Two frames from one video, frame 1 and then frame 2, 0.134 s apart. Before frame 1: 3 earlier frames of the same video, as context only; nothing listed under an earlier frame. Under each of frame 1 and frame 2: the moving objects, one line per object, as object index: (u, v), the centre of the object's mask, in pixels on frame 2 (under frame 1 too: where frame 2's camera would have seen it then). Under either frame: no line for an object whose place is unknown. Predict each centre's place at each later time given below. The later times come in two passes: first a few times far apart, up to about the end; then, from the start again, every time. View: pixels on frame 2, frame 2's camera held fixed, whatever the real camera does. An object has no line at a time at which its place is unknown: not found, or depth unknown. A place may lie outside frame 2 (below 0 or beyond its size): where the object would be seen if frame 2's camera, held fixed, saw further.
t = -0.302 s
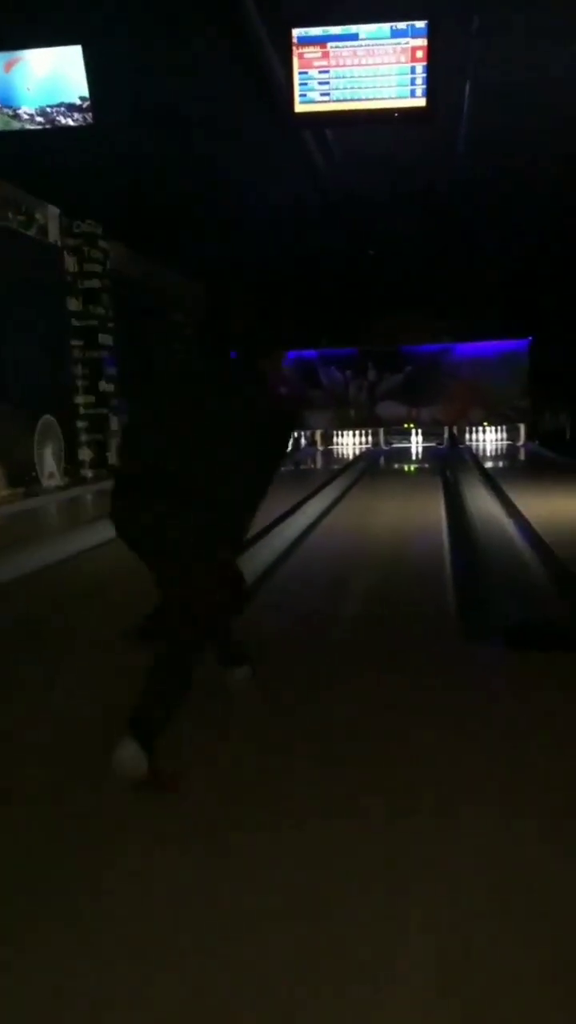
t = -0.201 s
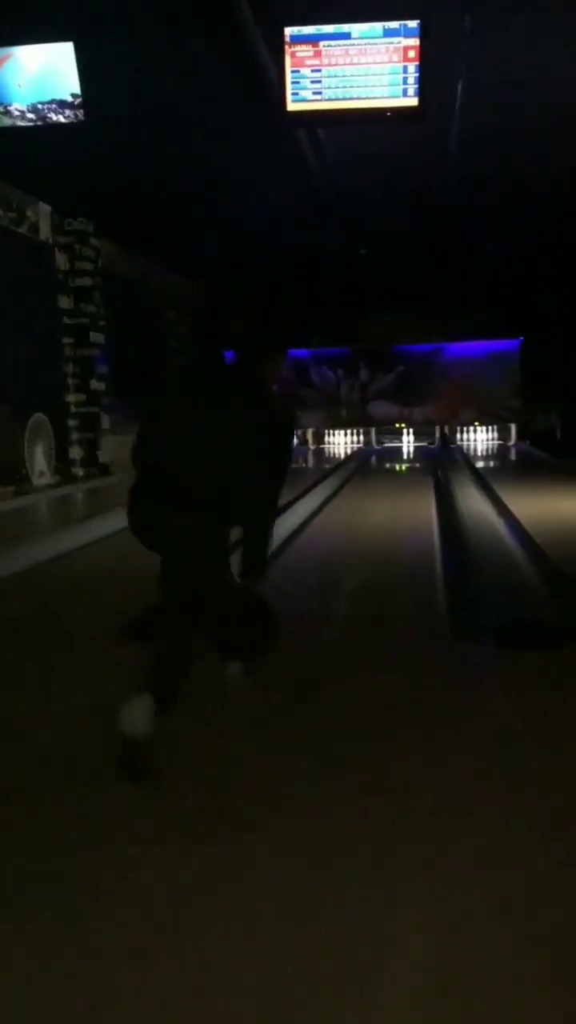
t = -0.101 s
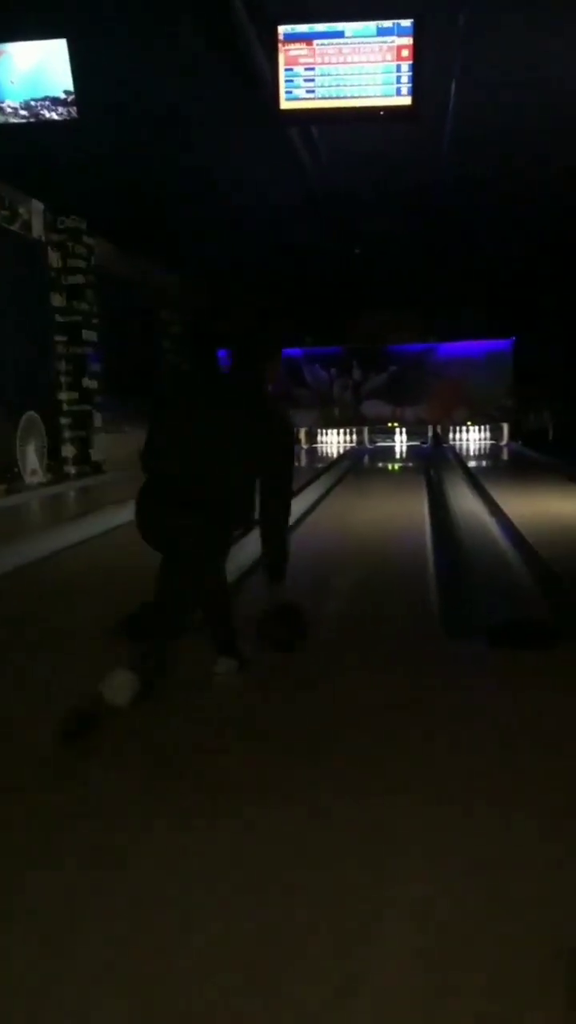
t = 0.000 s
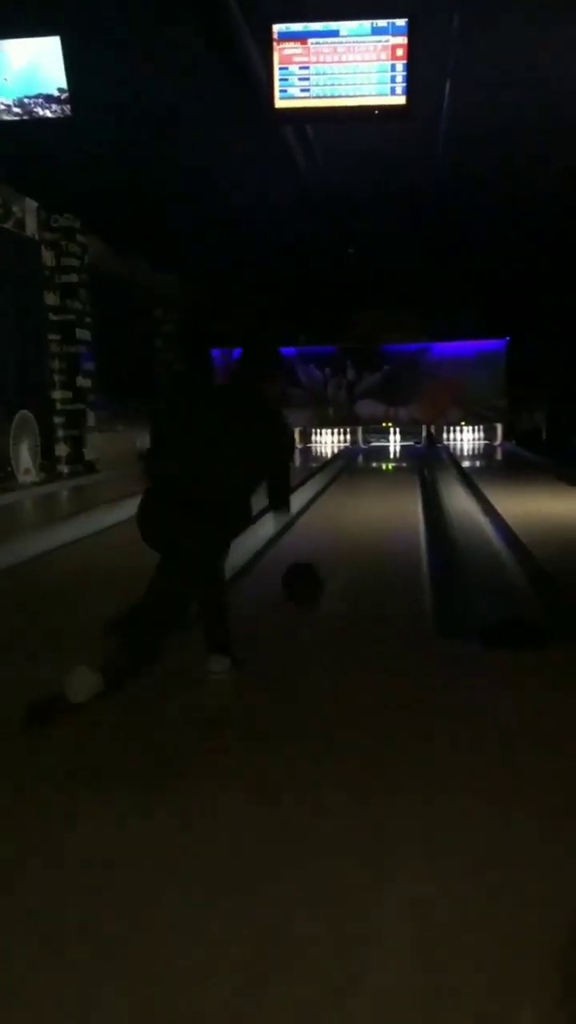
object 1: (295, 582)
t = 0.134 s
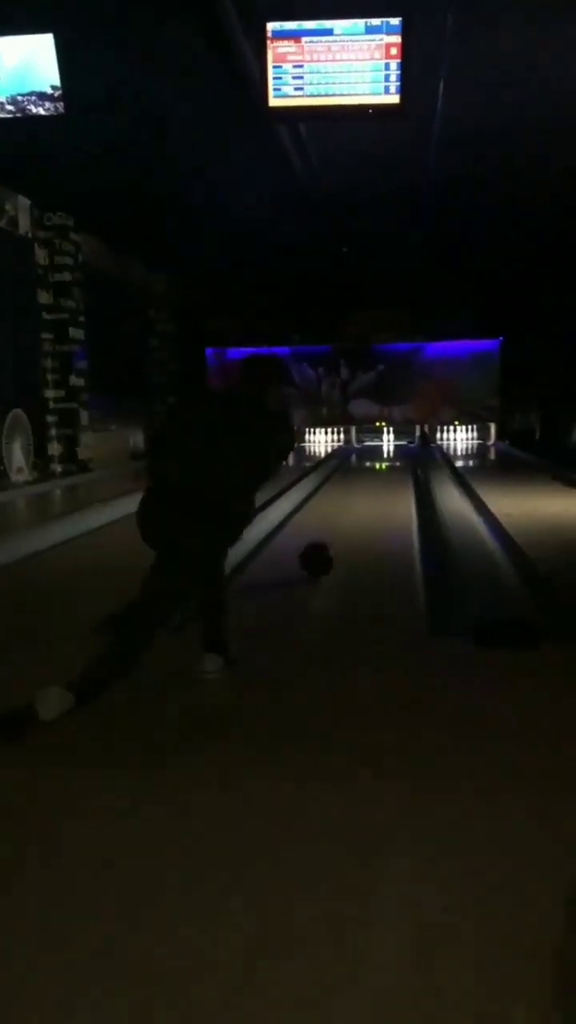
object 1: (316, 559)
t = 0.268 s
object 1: (329, 534)
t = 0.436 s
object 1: (341, 511)
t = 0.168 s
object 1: (320, 551)
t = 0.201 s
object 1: (324, 546)
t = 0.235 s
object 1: (326, 540)
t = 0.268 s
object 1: (329, 534)
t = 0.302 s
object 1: (331, 529)
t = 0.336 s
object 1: (335, 524)
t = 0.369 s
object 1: (336, 519)
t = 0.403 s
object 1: (339, 515)
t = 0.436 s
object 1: (341, 511)
